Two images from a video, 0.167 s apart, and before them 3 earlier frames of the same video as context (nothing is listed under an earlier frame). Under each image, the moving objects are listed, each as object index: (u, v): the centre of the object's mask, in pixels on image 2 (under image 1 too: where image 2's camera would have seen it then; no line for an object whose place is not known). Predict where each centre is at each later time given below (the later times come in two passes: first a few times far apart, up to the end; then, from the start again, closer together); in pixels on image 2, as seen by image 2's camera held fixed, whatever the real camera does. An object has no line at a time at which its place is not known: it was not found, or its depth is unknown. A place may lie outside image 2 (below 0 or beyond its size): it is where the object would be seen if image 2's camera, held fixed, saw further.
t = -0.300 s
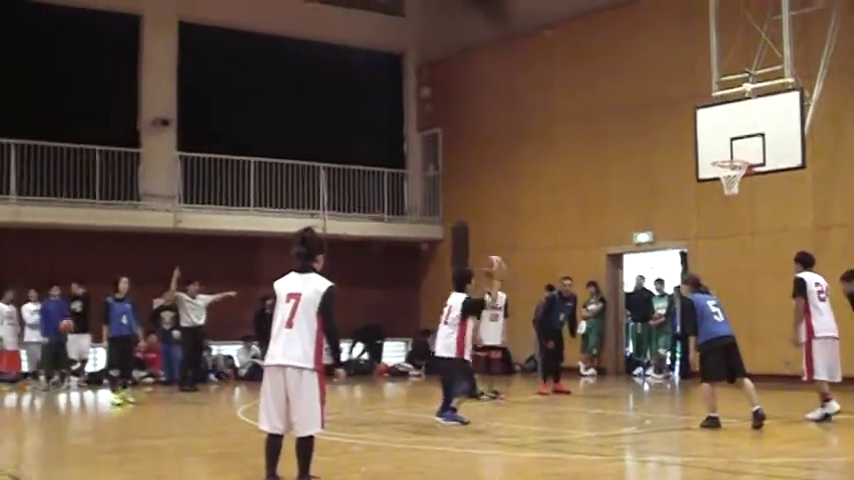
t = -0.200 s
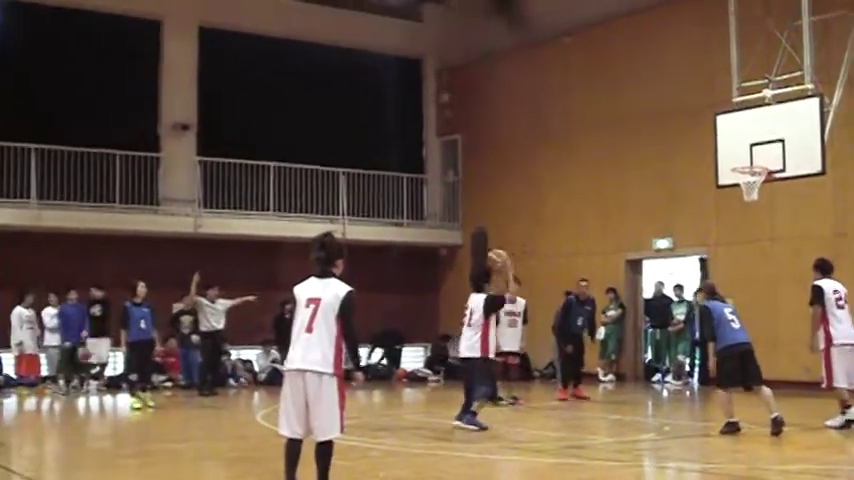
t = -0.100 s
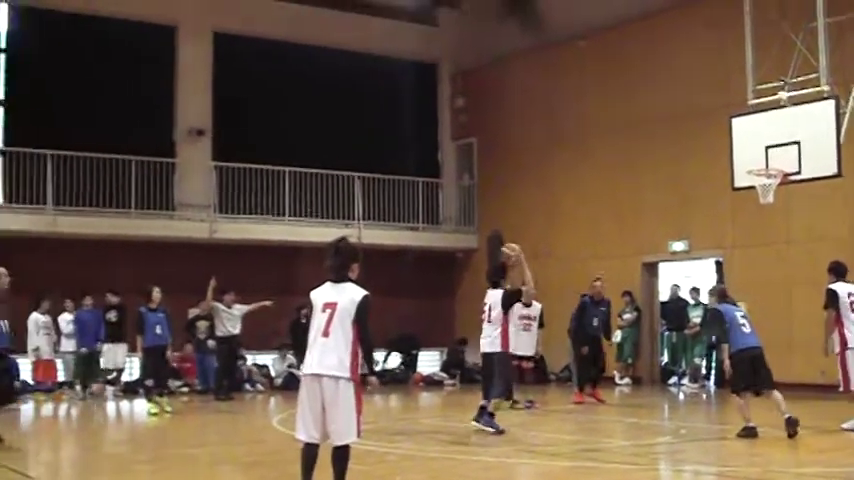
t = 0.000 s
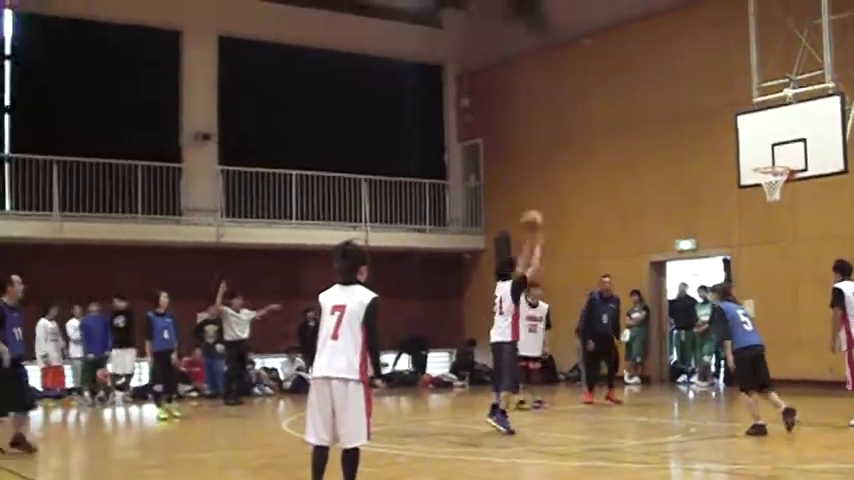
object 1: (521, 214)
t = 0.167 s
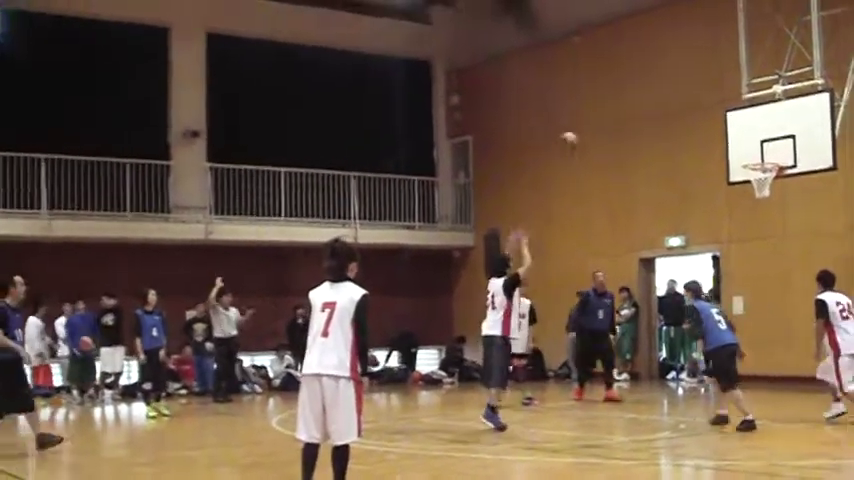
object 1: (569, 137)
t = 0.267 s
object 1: (596, 108)
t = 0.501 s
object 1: (653, 75)
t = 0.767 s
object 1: (712, 91)
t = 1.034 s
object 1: (765, 159)
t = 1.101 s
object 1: (760, 144)
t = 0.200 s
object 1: (579, 126)
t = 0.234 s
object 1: (587, 118)
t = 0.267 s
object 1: (596, 108)
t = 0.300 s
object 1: (604, 100)
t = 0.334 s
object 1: (612, 93)
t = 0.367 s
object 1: (620, 87)
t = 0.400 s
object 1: (629, 83)
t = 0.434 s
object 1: (638, 79)
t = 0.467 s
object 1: (646, 76)
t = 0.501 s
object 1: (653, 75)
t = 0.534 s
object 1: (660, 75)
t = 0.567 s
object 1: (668, 75)
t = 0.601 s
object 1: (675, 75)
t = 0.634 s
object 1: (683, 76)
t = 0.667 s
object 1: (691, 79)
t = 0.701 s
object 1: (698, 82)
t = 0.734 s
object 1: (705, 86)
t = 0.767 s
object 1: (712, 91)
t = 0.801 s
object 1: (718, 97)
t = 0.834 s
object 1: (725, 103)
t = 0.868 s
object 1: (732, 111)
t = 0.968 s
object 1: (753, 140)
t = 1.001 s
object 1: (759, 150)
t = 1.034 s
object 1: (765, 159)
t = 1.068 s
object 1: (763, 152)
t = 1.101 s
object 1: (760, 144)
